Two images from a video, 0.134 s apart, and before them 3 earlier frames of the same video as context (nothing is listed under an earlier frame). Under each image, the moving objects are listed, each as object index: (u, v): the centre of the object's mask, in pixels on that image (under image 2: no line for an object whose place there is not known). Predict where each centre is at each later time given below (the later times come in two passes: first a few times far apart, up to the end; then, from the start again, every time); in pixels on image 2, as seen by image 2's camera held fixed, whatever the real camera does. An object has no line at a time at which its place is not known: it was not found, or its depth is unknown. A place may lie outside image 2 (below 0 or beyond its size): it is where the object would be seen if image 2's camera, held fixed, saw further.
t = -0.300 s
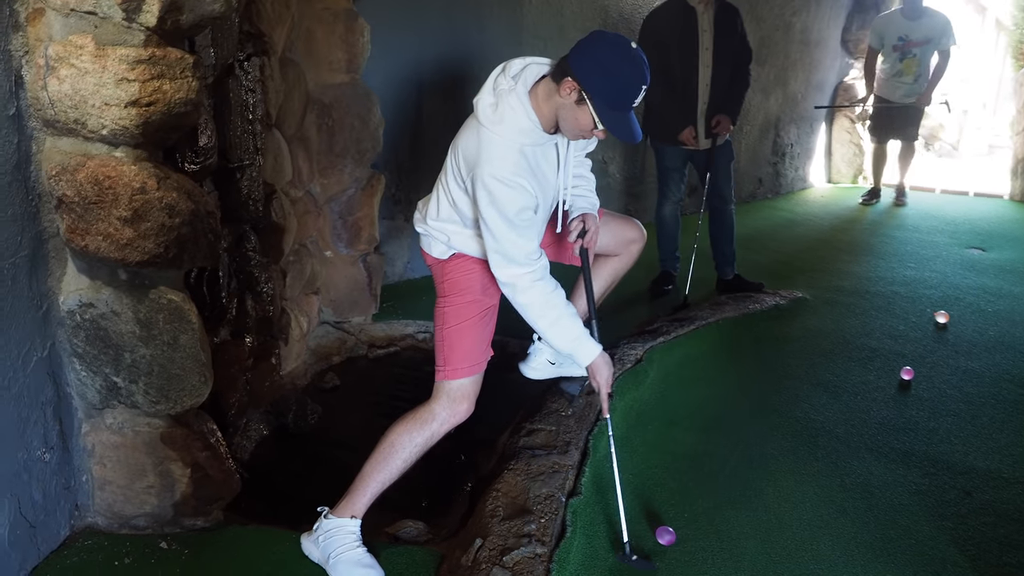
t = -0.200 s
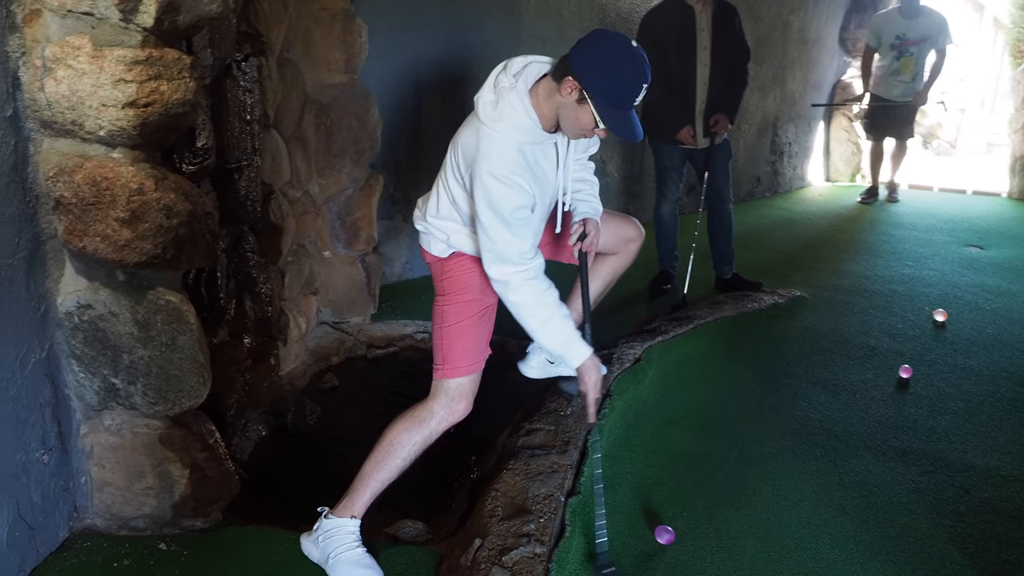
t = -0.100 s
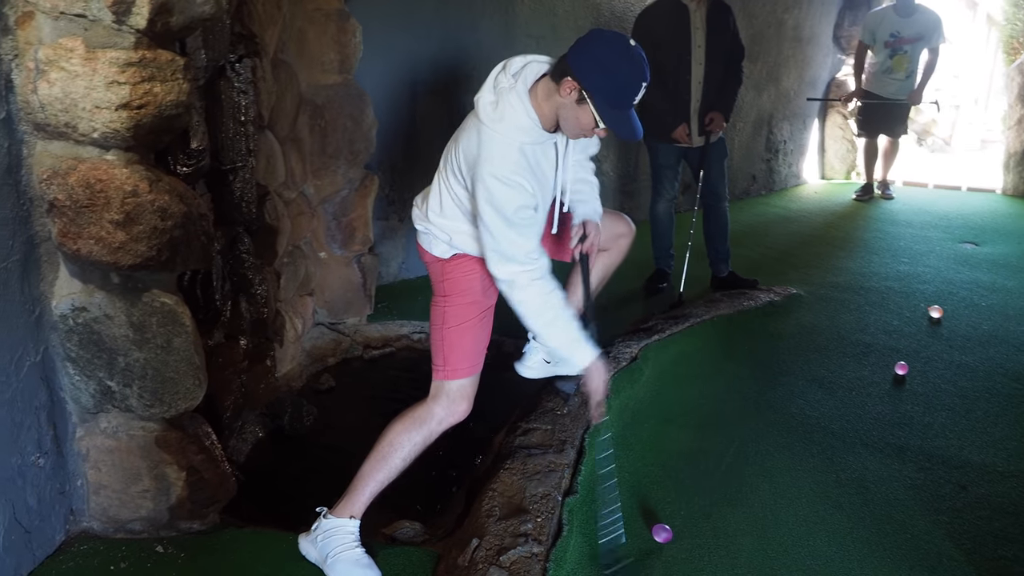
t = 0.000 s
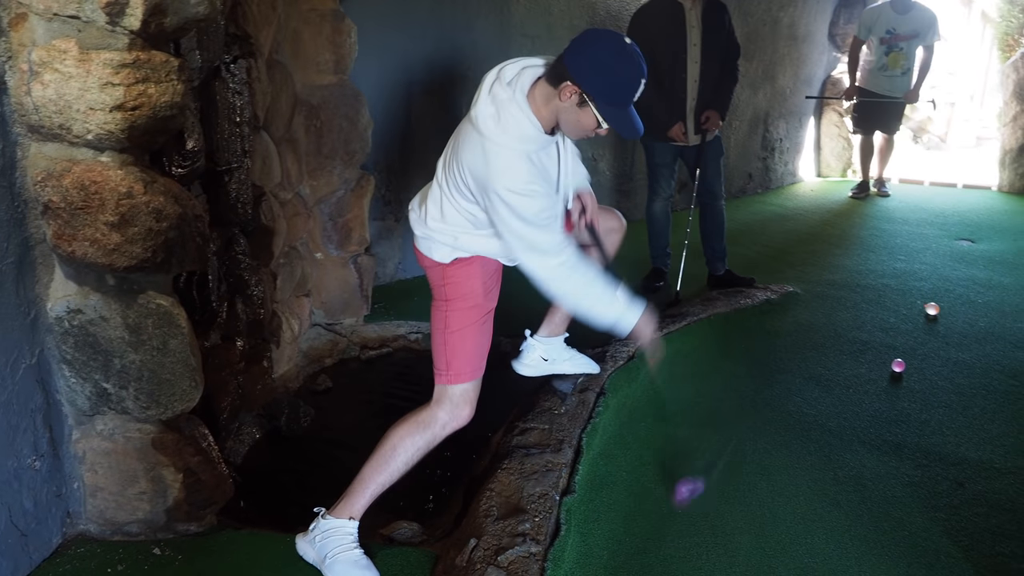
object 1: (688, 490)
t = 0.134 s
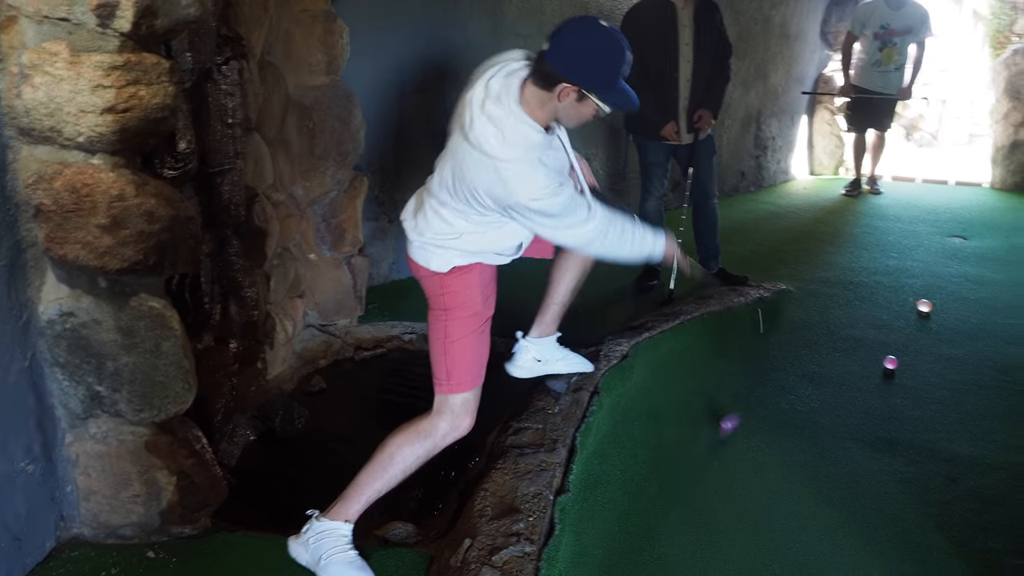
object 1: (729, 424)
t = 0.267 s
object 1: (775, 383)
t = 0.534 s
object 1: (874, 340)
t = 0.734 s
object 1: (932, 328)
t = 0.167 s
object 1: (738, 415)
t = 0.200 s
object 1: (751, 402)
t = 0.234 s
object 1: (763, 391)
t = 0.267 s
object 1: (775, 383)
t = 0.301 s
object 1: (786, 378)
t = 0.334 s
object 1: (799, 369)
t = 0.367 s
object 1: (812, 361)
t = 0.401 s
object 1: (825, 358)
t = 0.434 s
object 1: (837, 354)
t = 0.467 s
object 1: (850, 349)
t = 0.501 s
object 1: (862, 344)
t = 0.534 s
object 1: (874, 340)
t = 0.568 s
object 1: (886, 339)
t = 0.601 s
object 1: (897, 338)
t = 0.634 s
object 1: (907, 334)
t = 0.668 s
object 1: (915, 330)
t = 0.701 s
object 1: (924, 328)
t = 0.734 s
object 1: (932, 328)
